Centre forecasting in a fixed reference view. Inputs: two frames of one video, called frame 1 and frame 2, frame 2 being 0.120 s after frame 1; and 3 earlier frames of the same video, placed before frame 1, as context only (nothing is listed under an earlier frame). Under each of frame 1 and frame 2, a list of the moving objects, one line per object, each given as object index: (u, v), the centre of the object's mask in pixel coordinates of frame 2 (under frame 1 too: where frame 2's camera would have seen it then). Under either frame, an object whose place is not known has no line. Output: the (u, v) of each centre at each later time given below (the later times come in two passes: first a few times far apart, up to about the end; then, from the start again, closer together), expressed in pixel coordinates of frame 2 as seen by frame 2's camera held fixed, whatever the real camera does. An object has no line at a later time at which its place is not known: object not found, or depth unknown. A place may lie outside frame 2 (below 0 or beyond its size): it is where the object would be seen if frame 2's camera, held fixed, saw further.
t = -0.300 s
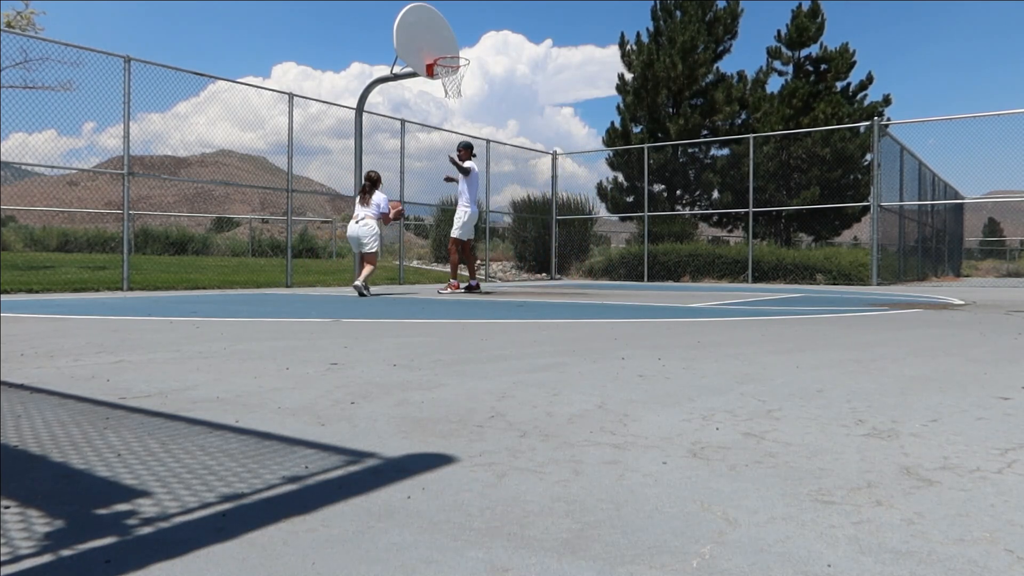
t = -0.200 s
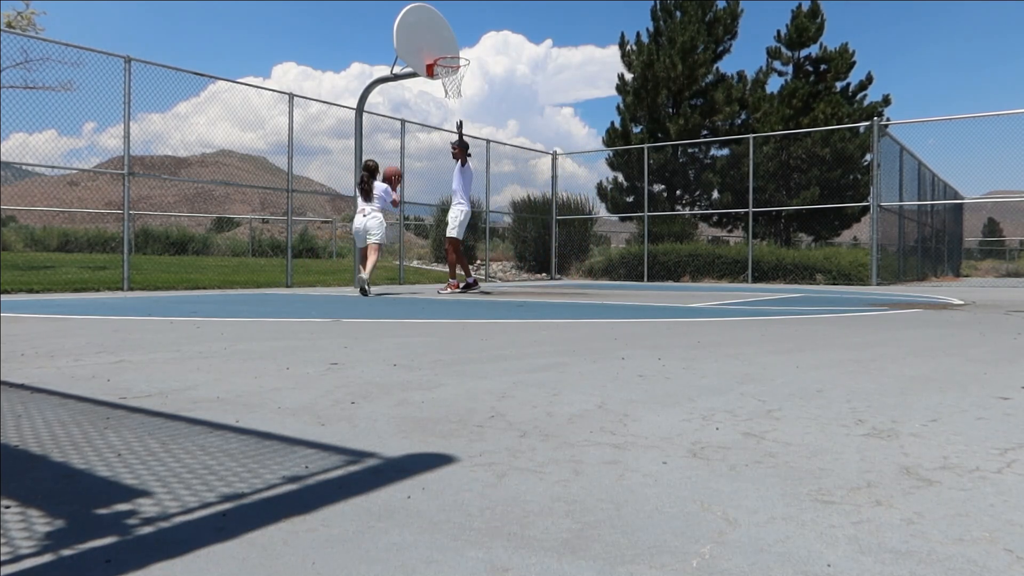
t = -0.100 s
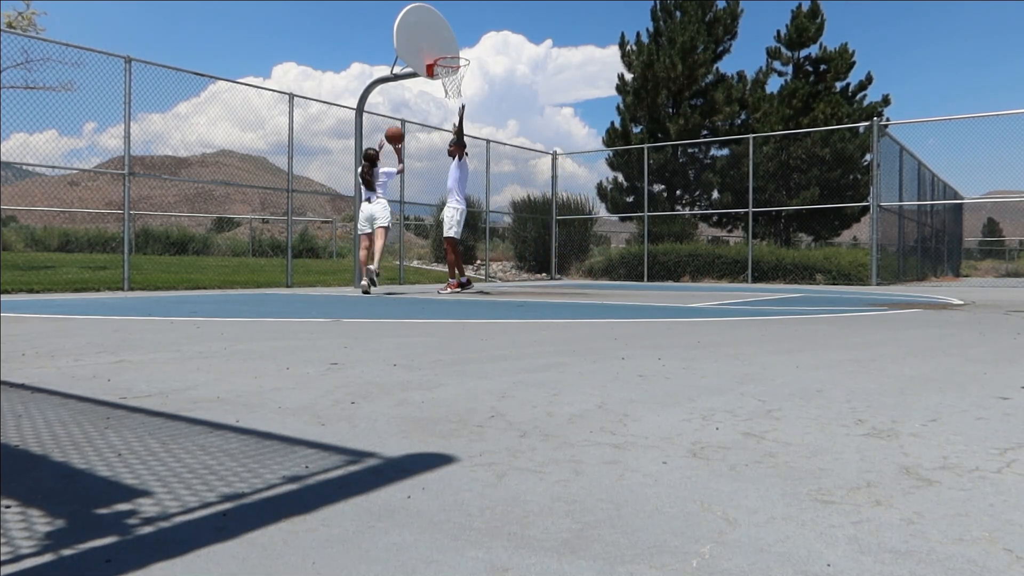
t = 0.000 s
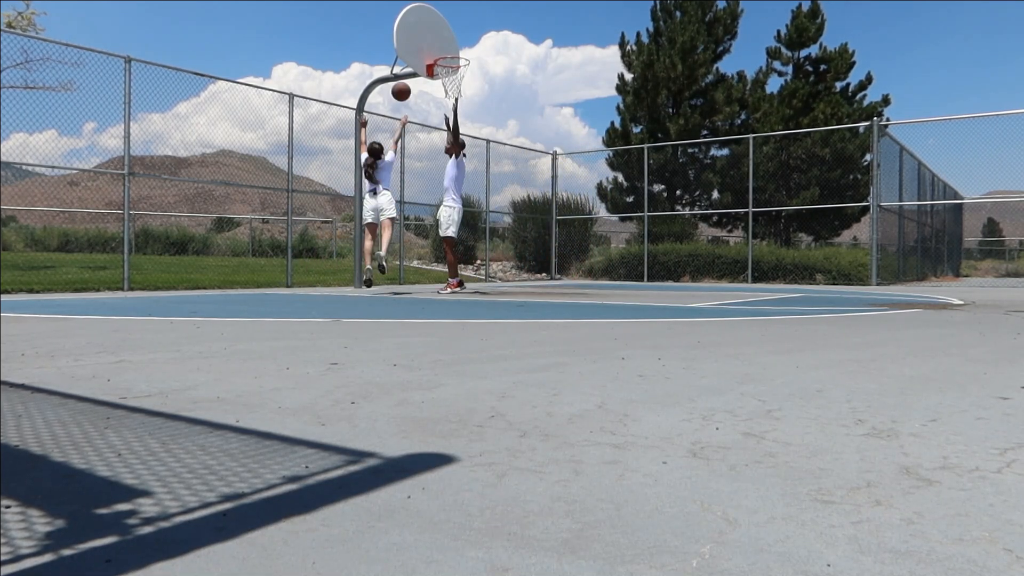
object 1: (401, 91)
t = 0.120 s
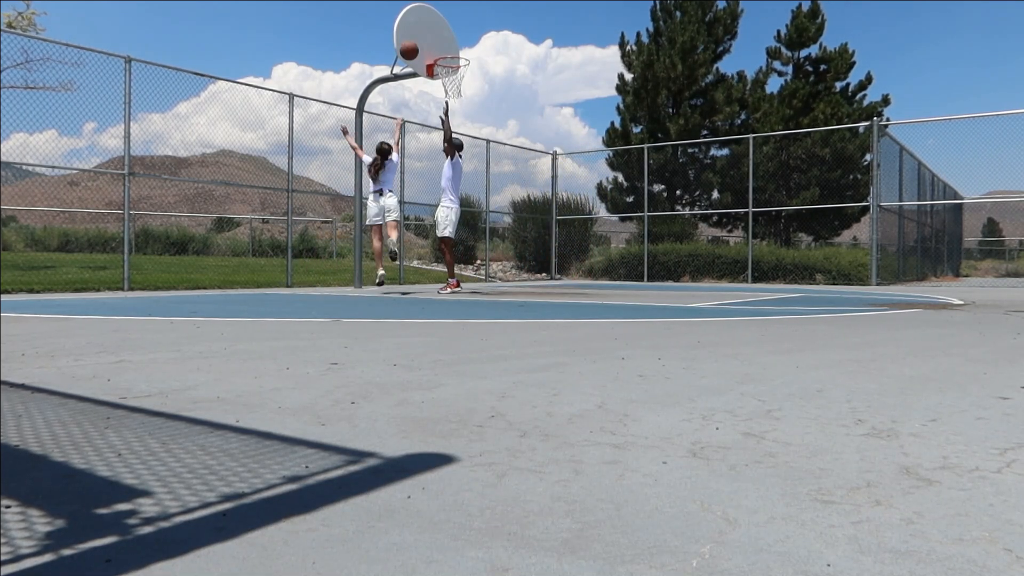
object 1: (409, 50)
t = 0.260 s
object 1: (418, 20)
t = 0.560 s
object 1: (436, 6)
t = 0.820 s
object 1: (456, 40)
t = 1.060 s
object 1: (476, 110)
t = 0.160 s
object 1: (412, 40)
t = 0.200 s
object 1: (414, 31)
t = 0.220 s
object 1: (415, 27)
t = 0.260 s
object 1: (418, 20)
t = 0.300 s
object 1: (420, 14)
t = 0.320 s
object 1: (422, 11)
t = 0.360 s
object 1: (424, 8)
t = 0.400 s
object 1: (427, 6)
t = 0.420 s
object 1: (428, 5)
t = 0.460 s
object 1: (430, 5)
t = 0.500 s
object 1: (433, 5)
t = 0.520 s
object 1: (434, 5)
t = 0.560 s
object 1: (436, 6)
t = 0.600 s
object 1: (439, 8)
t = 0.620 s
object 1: (439, 11)
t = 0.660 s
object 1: (442, 15)
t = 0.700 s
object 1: (445, 20)
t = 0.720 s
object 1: (447, 23)
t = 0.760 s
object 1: (450, 29)
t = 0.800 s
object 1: (454, 36)
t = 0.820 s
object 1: (456, 40)
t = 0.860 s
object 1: (459, 49)
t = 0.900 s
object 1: (463, 58)
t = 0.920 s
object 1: (469, 65)
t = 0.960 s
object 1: (469, 78)
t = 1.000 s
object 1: (471, 89)
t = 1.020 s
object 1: (473, 96)
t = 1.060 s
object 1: (476, 110)
